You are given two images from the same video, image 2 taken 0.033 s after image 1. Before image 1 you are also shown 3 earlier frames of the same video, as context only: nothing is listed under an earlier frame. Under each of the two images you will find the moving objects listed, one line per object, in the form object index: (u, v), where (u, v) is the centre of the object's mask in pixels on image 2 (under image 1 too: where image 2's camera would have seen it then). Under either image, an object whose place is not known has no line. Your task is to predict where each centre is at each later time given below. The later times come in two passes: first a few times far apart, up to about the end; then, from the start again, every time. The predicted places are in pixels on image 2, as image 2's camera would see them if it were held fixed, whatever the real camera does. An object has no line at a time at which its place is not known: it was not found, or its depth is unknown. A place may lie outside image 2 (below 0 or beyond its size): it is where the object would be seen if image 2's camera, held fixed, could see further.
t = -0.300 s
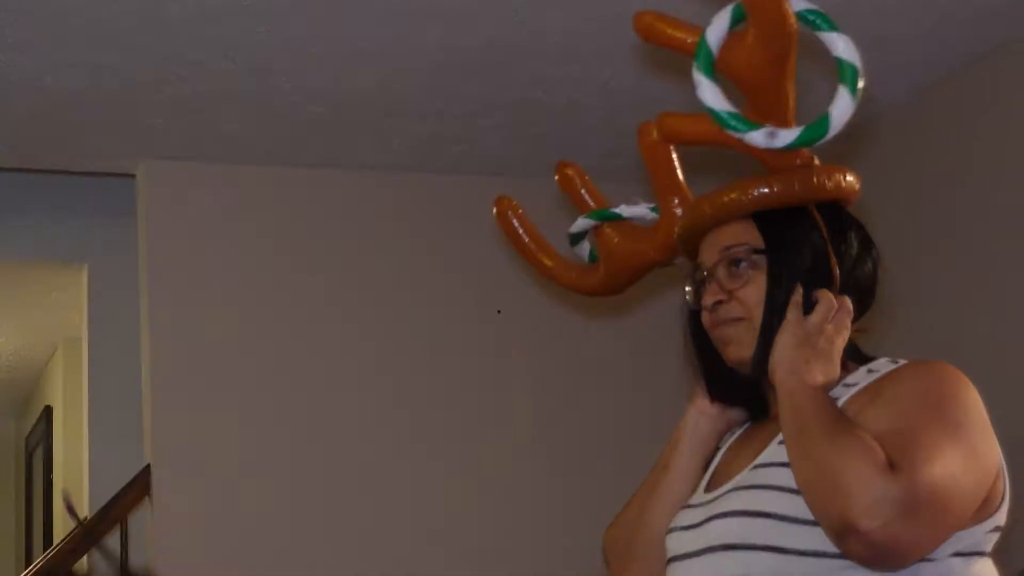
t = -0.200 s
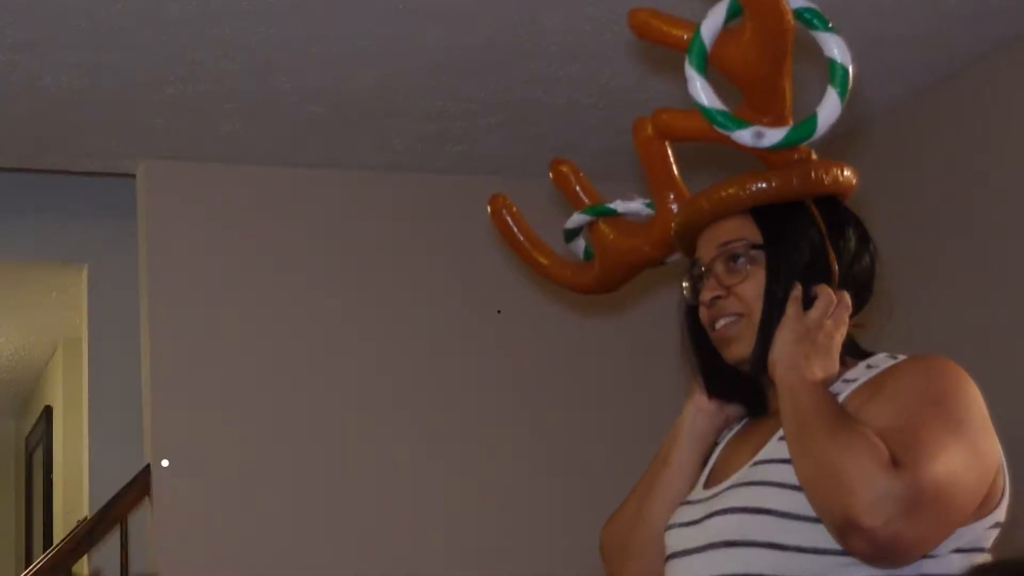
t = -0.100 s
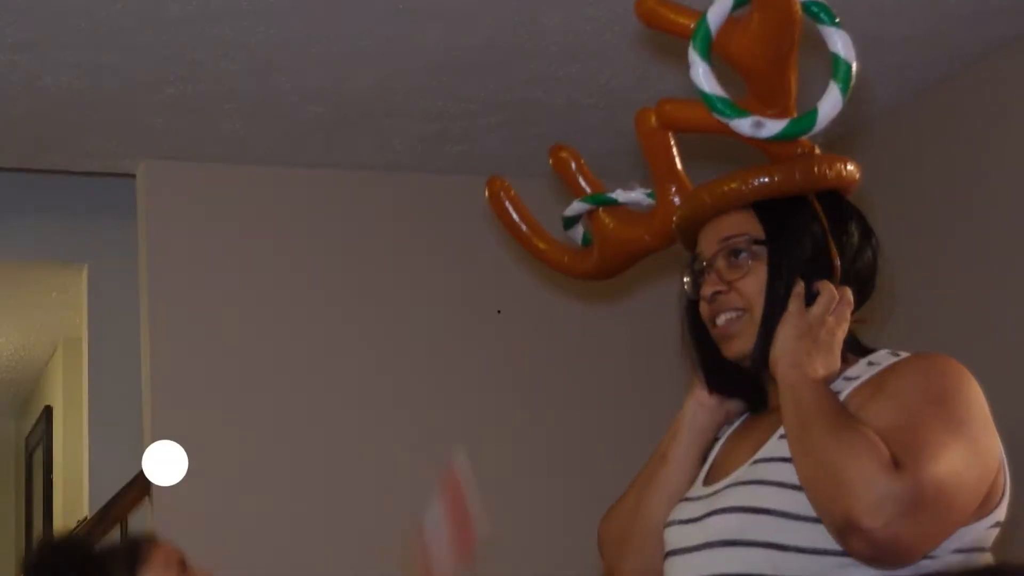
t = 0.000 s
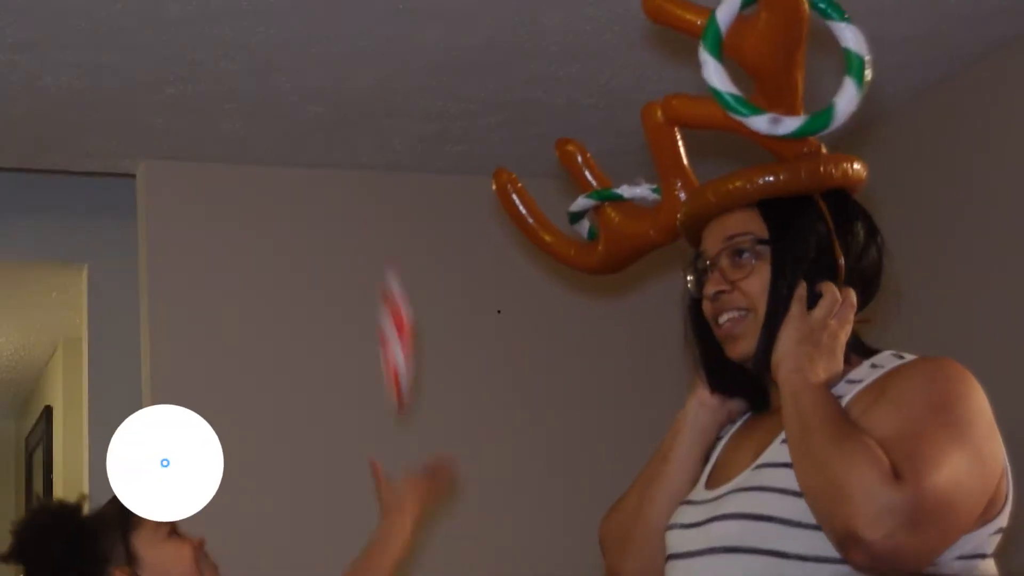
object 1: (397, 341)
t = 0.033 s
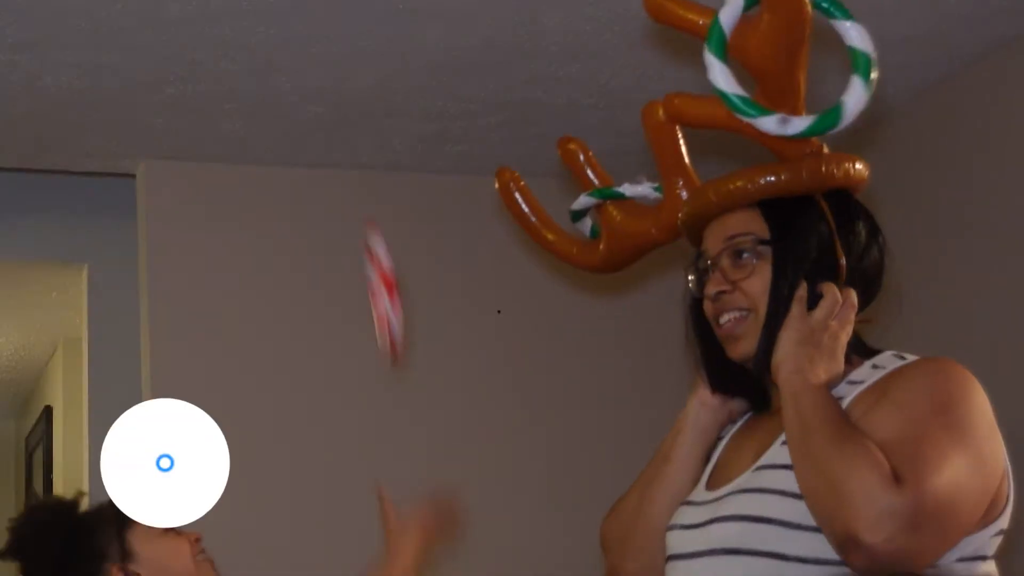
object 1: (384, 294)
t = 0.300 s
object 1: (305, 161)
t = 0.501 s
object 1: (267, 321)
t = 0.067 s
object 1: (373, 255)
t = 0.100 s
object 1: (363, 223)
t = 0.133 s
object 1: (349, 191)
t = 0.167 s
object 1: (339, 172)
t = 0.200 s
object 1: (330, 160)
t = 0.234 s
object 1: (321, 155)
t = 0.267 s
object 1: (313, 155)
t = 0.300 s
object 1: (305, 161)
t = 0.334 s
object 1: (298, 173)
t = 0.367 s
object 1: (291, 191)
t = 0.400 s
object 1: (285, 214)
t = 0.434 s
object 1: (278, 243)
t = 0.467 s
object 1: (272, 279)
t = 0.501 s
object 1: (267, 321)
